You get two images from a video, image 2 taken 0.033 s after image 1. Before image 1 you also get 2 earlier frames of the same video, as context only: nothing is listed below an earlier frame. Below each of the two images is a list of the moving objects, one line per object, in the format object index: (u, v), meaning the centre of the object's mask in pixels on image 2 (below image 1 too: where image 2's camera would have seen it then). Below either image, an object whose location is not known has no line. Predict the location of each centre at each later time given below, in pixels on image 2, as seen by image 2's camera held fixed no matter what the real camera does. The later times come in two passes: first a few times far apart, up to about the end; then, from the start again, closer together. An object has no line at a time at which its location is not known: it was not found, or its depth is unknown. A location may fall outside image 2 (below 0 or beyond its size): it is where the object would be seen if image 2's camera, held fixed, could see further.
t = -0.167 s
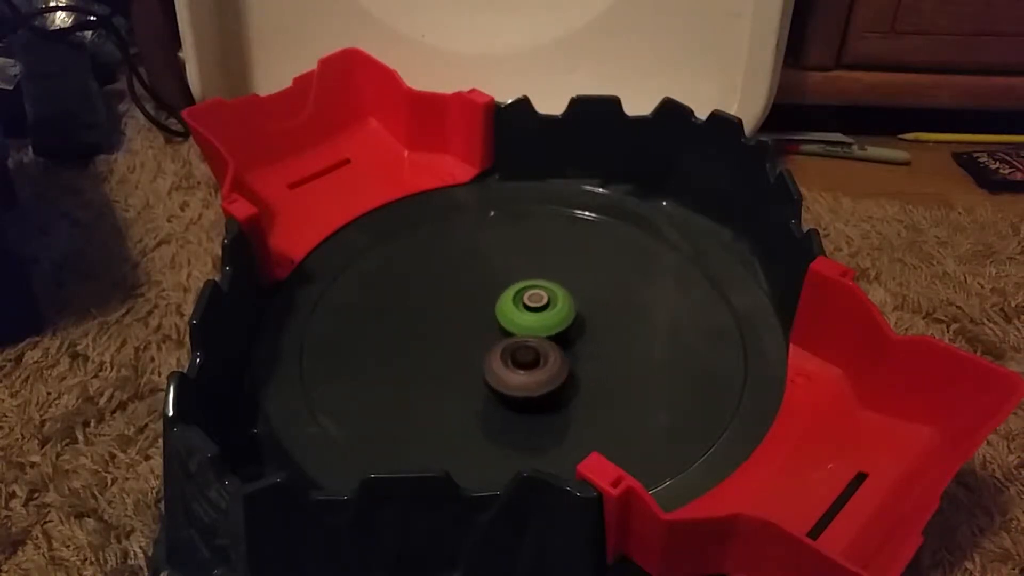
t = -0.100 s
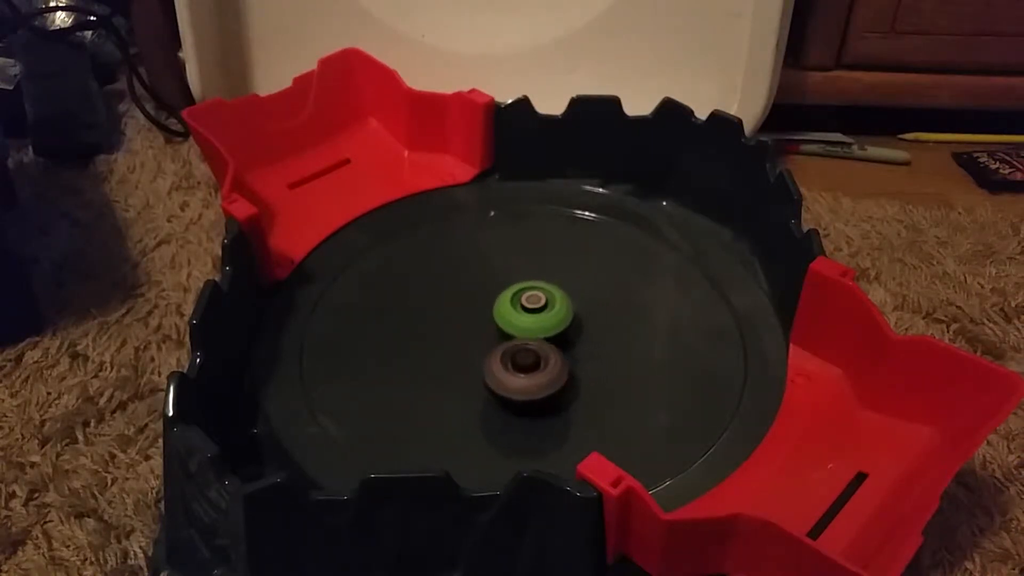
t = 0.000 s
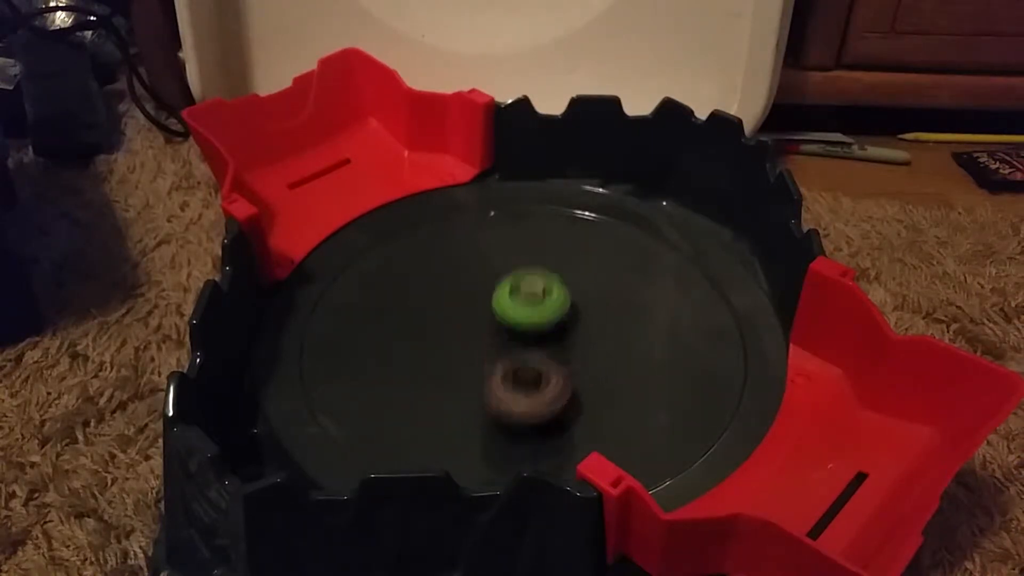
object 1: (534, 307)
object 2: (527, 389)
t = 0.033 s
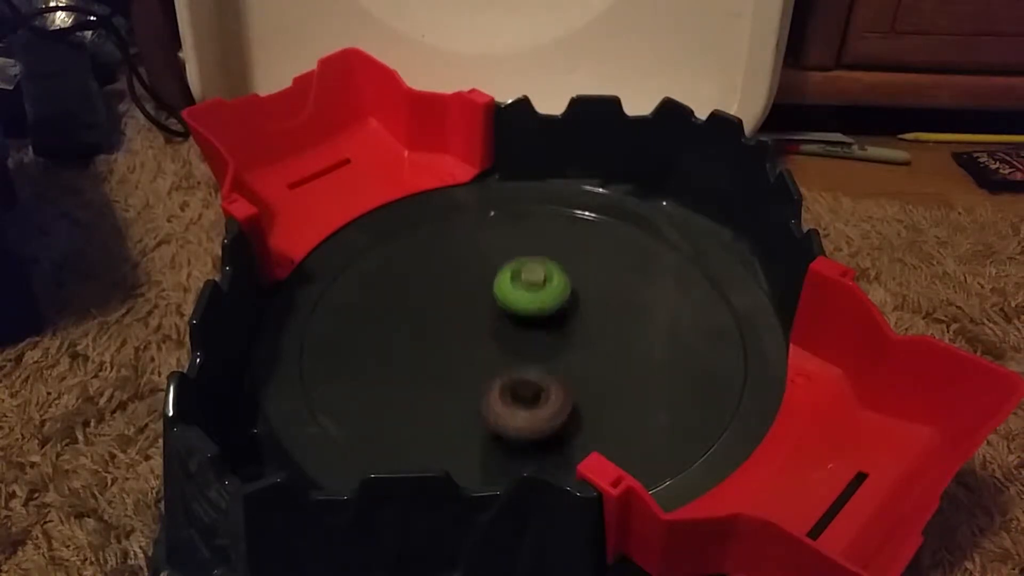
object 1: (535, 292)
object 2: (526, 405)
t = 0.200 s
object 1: (520, 276)
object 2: (539, 425)
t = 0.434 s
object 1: (494, 290)
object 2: (549, 410)
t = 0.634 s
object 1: (489, 310)
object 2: (541, 392)
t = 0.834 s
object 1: (489, 311)
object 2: (534, 394)
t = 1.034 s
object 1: (470, 257)
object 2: (562, 435)
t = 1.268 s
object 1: (456, 279)
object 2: (563, 402)
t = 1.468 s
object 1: (460, 302)
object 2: (552, 376)
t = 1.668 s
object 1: (472, 322)
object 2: (540, 357)
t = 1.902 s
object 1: (476, 330)
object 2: (553, 350)
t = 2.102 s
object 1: (480, 343)
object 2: (564, 339)
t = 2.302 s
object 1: (489, 356)
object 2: (567, 328)
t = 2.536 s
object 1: (502, 366)
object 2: (568, 320)
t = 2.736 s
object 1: (503, 376)
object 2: (572, 315)
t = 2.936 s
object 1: (506, 382)
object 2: (574, 314)
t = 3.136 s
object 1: (514, 382)
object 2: (562, 319)
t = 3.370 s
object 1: (518, 385)
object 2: (556, 317)
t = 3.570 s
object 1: (485, 419)
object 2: (567, 281)
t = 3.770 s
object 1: (474, 445)
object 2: (553, 246)
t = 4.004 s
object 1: (508, 430)
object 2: (527, 251)
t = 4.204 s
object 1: (529, 406)
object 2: (517, 265)
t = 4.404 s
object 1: (541, 377)
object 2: (512, 287)
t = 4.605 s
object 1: (555, 361)
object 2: (508, 297)
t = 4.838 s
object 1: (569, 349)
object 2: (497, 307)
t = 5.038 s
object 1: (578, 341)
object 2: (486, 316)
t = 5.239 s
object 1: (579, 334)
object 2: (480, 327)
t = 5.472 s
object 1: (577, 329)
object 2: (480, 339)
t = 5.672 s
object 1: (574, 330)
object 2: (487, 346)
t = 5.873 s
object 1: (585, 327)
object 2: (478, 354)
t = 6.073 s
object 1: (578, 328)
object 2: (482, 359)
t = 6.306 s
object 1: (568, 328)
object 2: (495, 357)
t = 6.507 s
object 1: (564, 324)
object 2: (495, 354)
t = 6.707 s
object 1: (560, 320)
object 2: (494, 352)
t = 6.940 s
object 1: (556, 315)
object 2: (492, 348)
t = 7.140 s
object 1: (554, 312)
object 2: (489, 347)
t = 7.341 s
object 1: (553, 310)
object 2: (490, 347)
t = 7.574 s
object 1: (552, 308)
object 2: (494, 347)
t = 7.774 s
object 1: (555, 307)
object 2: (501, 348)
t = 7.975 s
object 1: (558, 309)
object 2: (501, 354)
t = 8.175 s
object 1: (555, 311)
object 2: (506, 355)
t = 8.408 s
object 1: (564, 302)
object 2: (492, 375)
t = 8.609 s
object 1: (560, 305)
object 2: (498, 373)
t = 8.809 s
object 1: (555, 308)
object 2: (504, 361)
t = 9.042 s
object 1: (549, 308)
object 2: (503, 352)
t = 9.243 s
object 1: (544, 307)
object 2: (500, 352)
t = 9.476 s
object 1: (540, 306)
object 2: (497, 352)
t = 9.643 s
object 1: (538, 306)
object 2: (497, 352)
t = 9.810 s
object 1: (538, 306)
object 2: (496, 353)
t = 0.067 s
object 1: (535, 284)
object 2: (526, 414)
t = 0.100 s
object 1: (533, 279)
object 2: (528, 420)
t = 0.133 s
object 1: (530, 277)
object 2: (531, 424)
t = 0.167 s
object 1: (525, 276)
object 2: (535, 425)
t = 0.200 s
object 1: (520, 276)
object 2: (539, 425)
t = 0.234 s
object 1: (515, 277)
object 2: (542, 424)
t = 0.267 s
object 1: (510, 278)
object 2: (545, 421)
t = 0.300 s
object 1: (506, 279)
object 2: (547, 420)
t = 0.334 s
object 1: (502, 282)
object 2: (548, 418)
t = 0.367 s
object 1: (499, 284)
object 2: (548, 416)
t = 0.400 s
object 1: (496, 287)
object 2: (549, 413)
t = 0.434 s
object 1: (494, 290)
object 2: (549, 410)
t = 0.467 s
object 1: (492, 293)
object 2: (548, 407)
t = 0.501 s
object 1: (491, 296)
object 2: (547, 405)
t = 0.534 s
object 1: (490, 299)
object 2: (546, 402)
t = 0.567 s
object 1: (489, 303)
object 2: (544, 399)
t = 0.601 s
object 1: (489, 306)
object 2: (542, 396)
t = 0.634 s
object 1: (489, 310)
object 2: (541, 392)
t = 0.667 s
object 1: (490, 312)
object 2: (539, 388)
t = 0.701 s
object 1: (491, 316)
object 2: (536, 385)
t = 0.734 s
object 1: (491, 319)
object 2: (532, 381)
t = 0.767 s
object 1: (492, 320)
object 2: (530, 378)
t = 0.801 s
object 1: (492, 322)
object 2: (527, 376)
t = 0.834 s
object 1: (489, 311)
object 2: (534, 394)
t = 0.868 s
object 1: (484, 290)
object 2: (543, 416)
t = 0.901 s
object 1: (480, 276)
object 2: (550, 430)
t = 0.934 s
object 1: (477, 266)
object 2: (556, 436)
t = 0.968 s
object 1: (474, 259)
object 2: (557, 440)
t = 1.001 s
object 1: (472, 256)
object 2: (560, 438)
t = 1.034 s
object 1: (470, 257)
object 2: (562, 435)
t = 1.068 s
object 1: (467, 259)
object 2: (564, 431)
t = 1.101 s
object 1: (464, 262)
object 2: (565, 427)
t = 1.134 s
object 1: (462, 265)
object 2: (566, 422)
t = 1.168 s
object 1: (460, 268)
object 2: (565, 416)
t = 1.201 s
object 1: (458, 271)
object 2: (565, 411)
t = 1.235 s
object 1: (457, 275)
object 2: (564, 407)
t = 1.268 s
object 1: (456, 279)
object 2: (563, 402)
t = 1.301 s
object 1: (455, 282)
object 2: (562, 397)
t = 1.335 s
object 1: (455, 286)
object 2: (561, 393)
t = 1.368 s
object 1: (456, 290)
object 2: (559, 388)
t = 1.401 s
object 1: (456, 294)
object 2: (557, 384)
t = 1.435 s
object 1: (458, 298)
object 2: (554, 380)
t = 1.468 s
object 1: (460, 302)
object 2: (552, 376)
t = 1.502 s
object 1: (462, 306)
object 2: (549, 373)
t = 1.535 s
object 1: (465, 310)
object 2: (547, 369)
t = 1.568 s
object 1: (467, 314)
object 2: (544, 365)
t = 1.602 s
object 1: (470, 317)
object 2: (542, 361)
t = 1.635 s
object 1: (471, 320)
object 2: (540, 358)
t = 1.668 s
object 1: (472, 322)
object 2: (540, 357)
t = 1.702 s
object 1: (472, 322)
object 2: (542, 356)
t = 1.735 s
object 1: (473, 323)
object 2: (543, 355)
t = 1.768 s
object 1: (474, 325)
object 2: (544, 354)
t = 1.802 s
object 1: (475, 326)
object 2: (546, 353)
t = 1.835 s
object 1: (475, 327)
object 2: (549, 353)
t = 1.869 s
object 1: (476, 329)
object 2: (551, 351)
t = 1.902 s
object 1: (476, 330)
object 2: (553, 350)
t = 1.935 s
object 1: (477, 332)
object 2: (555, 348)
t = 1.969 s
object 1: (477, 334)
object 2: (557, 346)
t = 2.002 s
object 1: (478, 336)
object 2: (559, 344)
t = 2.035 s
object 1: (478, 338)
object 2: (560, 342)
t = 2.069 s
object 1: (479, 340)
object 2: (561, 340)
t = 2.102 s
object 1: (480, 343)
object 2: (564, 339)
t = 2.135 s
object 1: (480, 344)
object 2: (566, 337)
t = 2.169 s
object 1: (480, 346)
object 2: (568, 335)
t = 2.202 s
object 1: (481, 348)
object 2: (568, 333)
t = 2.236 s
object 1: (485, 351)
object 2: (568, 331)
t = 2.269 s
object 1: (487, 354)
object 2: (567, 329)
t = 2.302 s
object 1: (489, 356)
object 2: (567, 328)
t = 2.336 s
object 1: (491, 357)
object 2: (567, 325)
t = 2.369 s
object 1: (494, 359)
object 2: (567, 324)
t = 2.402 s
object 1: (496, 360)
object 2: (567, 324)
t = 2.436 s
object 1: (499, 362)
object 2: (566, 323)
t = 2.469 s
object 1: (500, 363)
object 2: (566, 322)
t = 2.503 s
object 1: (501, 365)
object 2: (567, 321)
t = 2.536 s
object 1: (502, 366)
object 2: (568, 320)
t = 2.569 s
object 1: (504, 366)
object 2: (567, 319)
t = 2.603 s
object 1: (506, 367)
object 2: (567, 319)
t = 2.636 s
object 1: (508, 368)
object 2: (566, 319)
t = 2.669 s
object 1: (510, 369)
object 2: (566, 319)
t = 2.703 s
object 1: (509, 371)
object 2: (566, 319)
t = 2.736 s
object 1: (503, 376)
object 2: (572, 315)
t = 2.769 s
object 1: (502, 378)
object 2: (575, 313)
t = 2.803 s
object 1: (502, 380)
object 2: (576, 313)
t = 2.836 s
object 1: (502, 380)
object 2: (576, 312)
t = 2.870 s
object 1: (504, 381)
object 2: (576, 313)
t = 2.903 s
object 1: (505, 381)
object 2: (575, 313)
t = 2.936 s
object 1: (506, 382)
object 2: (574, 314)
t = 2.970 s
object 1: (507, 382)
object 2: (573, 314)
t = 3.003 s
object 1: (509, 382)
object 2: (571, 315)
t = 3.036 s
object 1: (510, 383)
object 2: (570, 315)
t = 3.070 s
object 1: (511, 383)
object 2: (568, 316)
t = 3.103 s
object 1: (513, 383)
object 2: (565, 318)
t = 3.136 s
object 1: (514, 382)
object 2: (562, 319)
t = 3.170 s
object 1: (516, 382)
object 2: (560, 320)
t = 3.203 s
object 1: (518, 382)
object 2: (557, 321)
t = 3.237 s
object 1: (519, 382)
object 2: (556, 321)
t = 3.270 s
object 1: (517, 385)
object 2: (557, 319)
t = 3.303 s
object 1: (517, 385)
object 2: (558, 317)
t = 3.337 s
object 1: (517, 385)
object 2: (557, 317)
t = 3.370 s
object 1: (518, 385)
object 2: (556, 317)
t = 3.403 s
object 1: (520, 384)
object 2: (553, 317)
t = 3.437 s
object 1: (521, 383)
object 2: (551, 318)
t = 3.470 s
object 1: (523, 382)
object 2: (550, 318)
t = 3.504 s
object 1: (517, 386)
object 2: (550, 316)
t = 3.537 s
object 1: (501, 405)
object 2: (559, 298)
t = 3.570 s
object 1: (485, 419)
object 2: (567, 281)
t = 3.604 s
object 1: (474, 432)
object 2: (571, 269)
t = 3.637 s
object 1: (465, 438)
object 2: (572, 258)
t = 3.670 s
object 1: (462, 441)
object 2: (570, 252)
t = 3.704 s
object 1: (464, 443)
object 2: (566, 249)
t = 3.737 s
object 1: (470, 445)
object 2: (559, 247)
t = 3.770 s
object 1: (474, 445)
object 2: (553, 246)
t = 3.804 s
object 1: (479, 444)
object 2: (548, 246)
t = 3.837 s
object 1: (484, 443)
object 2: (543, 245)
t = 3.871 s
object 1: (490, 442)
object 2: (538, 246)
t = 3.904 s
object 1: (495, 440)
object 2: (535, 247)
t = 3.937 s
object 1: (500, 436)
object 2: (532, 248)
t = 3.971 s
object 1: (504, 433)
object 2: (529, 250)
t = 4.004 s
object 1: (508, 430)
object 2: (527, 251)
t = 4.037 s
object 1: (513, 427)
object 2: (524, 253)
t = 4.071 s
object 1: (517, 423)
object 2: (522, 255)
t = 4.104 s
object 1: (519, 417)
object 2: (520, 257)
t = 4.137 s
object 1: (523, 414)
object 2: (519, 259)
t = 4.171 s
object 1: (526, 410)
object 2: (517, 262)
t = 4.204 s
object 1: (529, 406)
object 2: (517, 265)
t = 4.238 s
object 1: (531, 402)
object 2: (515, 268)
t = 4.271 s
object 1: (533, 396)
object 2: (515, 272)
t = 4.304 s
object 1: (535, 392)
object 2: (514, 275)
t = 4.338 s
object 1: (537, 387)
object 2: (513, 279)
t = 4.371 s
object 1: (539, 383)
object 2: (512, 283)
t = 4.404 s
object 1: (541, 377)
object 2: (512, 287)
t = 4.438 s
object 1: (542, 372)
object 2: (512, 291)
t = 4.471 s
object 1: (544, 367)
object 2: (512, 295)
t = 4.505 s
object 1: (545, 361)
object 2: (512, 299)
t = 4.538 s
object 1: (549, 362)
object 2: (511, 298)
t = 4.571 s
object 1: (552, 363)
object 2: (509, 296)
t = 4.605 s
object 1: (555, 361)
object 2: (508, 297)
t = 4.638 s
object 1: (556, 358)
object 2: (508, 299)
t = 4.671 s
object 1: (559, 356)
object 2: (507, 301)
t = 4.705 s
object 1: (562, 356)
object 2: (504, 300)
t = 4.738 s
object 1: (565, 355)
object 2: (502, 302)
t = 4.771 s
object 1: (566, 353)
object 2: (500, 303)
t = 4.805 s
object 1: (567, 350)
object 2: (499, 306)
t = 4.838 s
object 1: (569, 349)
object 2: (497, 307)
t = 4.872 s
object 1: (572, 348)
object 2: (494, 307)
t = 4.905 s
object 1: (573, 347)
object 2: (491, 308)
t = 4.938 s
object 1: (575, 345)
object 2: (489, 310)
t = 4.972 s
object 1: (576, 344)
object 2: (488, 312)
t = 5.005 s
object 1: (577, 343)
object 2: (487, 314)
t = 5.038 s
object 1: (578, 341)
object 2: (486, 316)
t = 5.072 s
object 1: (578, 340)
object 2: (484, 318)
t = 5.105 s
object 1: (579, 339)
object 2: (483, 320)
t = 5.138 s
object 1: (579, 337)
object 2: (482, 322)
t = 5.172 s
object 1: (579, 336)
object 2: (481, 323)
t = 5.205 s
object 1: (579, 335)
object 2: (481, 325)
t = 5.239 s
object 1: (579, 334)
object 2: (480, 327)
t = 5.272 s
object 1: (579, 333)
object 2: (480, 329)
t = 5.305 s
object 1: (579, 332)
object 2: (479, 331)
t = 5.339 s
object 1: (578, 332)
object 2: (479, 333)
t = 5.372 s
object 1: (578, 331)
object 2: (479, 334)
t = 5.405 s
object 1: (577, 331)
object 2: (479, 336)
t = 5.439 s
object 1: (577, 330)
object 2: (479, 338)
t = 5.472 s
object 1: (577, 329)
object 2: (480, 339)
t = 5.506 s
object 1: (577, 329)
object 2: (481, 341)
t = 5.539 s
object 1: (576, 330)
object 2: (481, 342)
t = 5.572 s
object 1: (576, 329)
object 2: (482, 343)
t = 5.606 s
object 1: (575, 329)
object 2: (484, 344)
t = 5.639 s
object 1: (574, 329)
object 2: (485, 346)
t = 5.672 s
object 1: (574, 330)
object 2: (487, 346)
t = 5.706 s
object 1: (573, 330)
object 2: (488, 347)
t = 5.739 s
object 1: (573, 330)
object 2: (490, 348)
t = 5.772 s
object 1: (573, 330)
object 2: (491, 348)
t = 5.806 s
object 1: (579, 328)
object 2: (482, 352)
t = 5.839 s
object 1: (584, 327)
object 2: (479, 353)
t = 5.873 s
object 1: (585, 327)
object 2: (478, 354)
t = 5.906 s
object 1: (584, 327)
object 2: (478, 355)
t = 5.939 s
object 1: (582, 327)
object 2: (479, 356)
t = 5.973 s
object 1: (581, 327)
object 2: (479, 357)
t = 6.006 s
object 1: (580, 327)
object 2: (480, 358)
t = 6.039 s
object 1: (579, 327)
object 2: (480, 358)
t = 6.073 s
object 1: (578, 328)
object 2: (482, 359)
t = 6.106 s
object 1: (577, 328)
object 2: (483, 359)
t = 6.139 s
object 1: (575, 328)
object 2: (484, 360)
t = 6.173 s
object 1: (574, 328)
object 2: (486, 359)
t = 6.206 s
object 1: (572, 328)
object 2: (487, 359)
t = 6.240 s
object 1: (571, 328)
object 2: (490, 359)
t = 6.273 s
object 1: (569, 328)
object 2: (492, 358)
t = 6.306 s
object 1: (568, 328)
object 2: (495, 357)
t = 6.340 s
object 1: (568, 328)
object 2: (496, 356)
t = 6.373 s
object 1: (568, 327)
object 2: (495, 356)
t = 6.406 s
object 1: (569, 326)
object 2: (494, 356)
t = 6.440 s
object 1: (568, 325)
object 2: (494, 355)
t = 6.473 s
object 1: (566, 325)
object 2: (494, 355)
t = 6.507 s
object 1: (564, 324)
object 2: (495, 354)
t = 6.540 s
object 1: (564, 324)
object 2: (495, 354)
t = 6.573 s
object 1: (564, 323)
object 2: (494, 354)
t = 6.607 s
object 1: (563, 322)
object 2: (494, 353)
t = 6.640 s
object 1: (562, 322)
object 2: (494, 353)
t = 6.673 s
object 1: (561, 321)
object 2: (494, 352)
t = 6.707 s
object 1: (560, 320)
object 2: (494, 352)
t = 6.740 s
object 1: (560, 319)
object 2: (493, 352)
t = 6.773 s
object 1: (559, 318)
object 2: (493, 351)
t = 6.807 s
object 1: (558, 318)
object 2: (493, 350)
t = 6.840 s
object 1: (558, 317)
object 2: (493, 350)
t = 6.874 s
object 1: (557, 316)
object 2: (492, 349)
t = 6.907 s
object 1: (557, 316)
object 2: (492, 349)
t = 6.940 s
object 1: (556, 315)
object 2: (492, 348)
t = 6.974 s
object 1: (555, 315)
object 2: (492, 348)
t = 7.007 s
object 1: (555, 314)
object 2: (491, 348)
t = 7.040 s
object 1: (554, 314)
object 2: (491, 347)
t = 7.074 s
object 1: (555, 313)
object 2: (490, 347)
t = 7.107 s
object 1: (554, 312)
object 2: (489, 347)
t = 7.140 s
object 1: (554, 312)
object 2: (489, 347)
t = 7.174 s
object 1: (553, 311)
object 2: (489, 347)
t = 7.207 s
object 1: (552, 311)
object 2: (490, 346)
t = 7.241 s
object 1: (552, 311)
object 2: (491, 346)
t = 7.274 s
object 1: (553, 310)
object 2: (489, 347)
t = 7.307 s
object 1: (553, 310)
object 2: (489, 347)
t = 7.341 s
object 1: (553, 310)
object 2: (490, 347)
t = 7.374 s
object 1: (552, 310)
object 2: (490, 347)
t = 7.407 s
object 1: (552, 310)
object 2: (491, 347)
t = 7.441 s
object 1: (552, 309)
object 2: (492, 347)
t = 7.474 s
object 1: (552, 309)
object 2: (493, 347)
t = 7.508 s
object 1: (553, 309)
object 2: (493, 347)
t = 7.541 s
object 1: (553, 308)
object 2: (494, 347)
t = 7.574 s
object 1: (552, 308)
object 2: (494, 347)
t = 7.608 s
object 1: (552, 308)
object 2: (496, 347)
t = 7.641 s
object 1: (552, 308)
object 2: (497, 347)
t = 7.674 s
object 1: (553, 308)
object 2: (498, 348)
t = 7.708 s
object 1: (554, 308)
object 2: (499, 348)
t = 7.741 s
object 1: (554, 307)
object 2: (500, 348)
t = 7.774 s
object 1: (555, 307)
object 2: (501, 348)
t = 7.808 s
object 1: (555, 308)
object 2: (501, 349)
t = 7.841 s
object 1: (556, 309)
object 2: (502, 349)
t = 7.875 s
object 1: (556, 308)
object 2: (502, 351)
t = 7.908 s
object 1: (558, 308)
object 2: (500, 352)
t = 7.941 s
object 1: (558, 308)
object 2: (501, 353)
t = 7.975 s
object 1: (558, 309)
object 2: (501, 354)
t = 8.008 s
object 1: (557, 309)
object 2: (501, 355)
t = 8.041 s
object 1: (557, 310)
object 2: (502, 355)
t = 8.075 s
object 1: (556, 310)
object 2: (503, 356)
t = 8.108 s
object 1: (556, 310)
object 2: (504, 356)
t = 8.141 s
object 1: (555, 311)
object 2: (505, 356)
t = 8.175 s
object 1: (555, 311)
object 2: (506, 355)
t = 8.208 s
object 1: (556, 310)
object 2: (505, 358)
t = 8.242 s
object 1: (562, 304)
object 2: (497, 365)
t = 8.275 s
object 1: (566, 301)
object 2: (492, 370)
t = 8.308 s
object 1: (567, 301)
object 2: (491, 372)
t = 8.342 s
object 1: (566, 301)
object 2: (491, 373)
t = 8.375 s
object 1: (565, 302)
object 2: (491, 374)
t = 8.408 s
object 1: (564, 302)
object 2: (492, 375)
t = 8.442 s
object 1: (563, 302)
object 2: (493, 375)
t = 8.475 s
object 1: (563, 303)
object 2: (494, 375)
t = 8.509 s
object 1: (562, 303)
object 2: (494, 375)
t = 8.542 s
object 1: (561, 304)
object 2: (495, 375)
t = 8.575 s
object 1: (561, 304)
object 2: (497, 375)
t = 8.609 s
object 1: (560, 305)
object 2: (498, 373)
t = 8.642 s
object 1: (560, 305)
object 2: (499, 372)
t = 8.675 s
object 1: (559, 306)
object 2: (500, 370)
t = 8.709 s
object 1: (558, 306)
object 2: (501, 368)
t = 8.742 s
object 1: (557, 307)
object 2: (502, 366)
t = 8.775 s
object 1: (556, 308)
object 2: (503, 364)
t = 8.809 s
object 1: (555, 308)
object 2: (504, 361)
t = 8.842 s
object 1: (554, 308)
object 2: (505, 359)
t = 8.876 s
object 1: (553, 309)
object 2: (506, 357)
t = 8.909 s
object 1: (552, 309)
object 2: (507, 355)
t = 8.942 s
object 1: (551, 309)
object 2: (506, 354)
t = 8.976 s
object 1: (551, 308)
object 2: (505, 353)
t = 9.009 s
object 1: (550, 308)
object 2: (504, 353)
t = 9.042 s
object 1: (549, 308)
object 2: (503, 352)
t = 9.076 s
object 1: (549, 308)
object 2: (502, 352)
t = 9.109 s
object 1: (548, 307)
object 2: (501, 352)
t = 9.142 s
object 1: (548, 307)
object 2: (500, 352)
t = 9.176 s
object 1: (546, 307)
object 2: (500, 352)
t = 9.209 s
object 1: (545, 307)
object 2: (500, 352)
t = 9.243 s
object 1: (544, 307)
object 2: (500, 352)
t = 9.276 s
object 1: (544, 306)
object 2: (499, 351)
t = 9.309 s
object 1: (543, 306)
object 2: (499, 351)
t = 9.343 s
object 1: (542, 306)
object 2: (498, 351)
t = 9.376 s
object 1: (541, 306)
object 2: (498, 351)
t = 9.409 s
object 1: (541, 306)
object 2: (498, 352)
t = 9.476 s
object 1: (540, 306)
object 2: (497, 352)
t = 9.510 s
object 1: (539, 306)
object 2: (497, 352)
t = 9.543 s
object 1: (539, 306)
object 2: (497, 352)
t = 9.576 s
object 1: (539, 306)
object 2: (497, 352)
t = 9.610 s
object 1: (539, 306)
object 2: (497, 352)
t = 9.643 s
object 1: (538, 306)
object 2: (497, 352)
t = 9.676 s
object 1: (538, 306)
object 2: (497, 353)
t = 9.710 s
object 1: (538, 306)
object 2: (497, 353)
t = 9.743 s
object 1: (538, 306)
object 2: (497, 353)
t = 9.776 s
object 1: (538, 306)
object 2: (497, 353)
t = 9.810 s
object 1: (538, 306)
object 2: (496, 353)
